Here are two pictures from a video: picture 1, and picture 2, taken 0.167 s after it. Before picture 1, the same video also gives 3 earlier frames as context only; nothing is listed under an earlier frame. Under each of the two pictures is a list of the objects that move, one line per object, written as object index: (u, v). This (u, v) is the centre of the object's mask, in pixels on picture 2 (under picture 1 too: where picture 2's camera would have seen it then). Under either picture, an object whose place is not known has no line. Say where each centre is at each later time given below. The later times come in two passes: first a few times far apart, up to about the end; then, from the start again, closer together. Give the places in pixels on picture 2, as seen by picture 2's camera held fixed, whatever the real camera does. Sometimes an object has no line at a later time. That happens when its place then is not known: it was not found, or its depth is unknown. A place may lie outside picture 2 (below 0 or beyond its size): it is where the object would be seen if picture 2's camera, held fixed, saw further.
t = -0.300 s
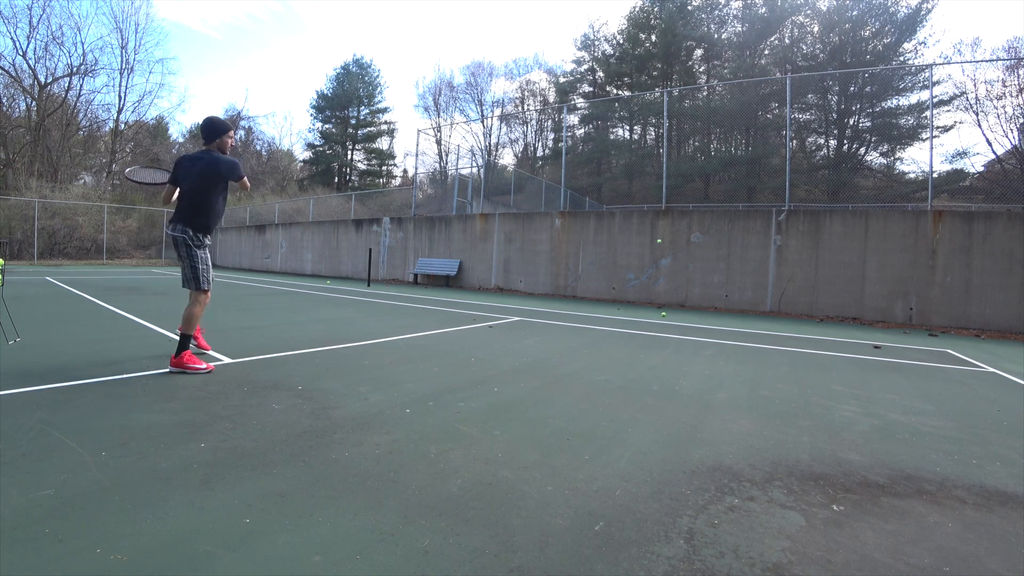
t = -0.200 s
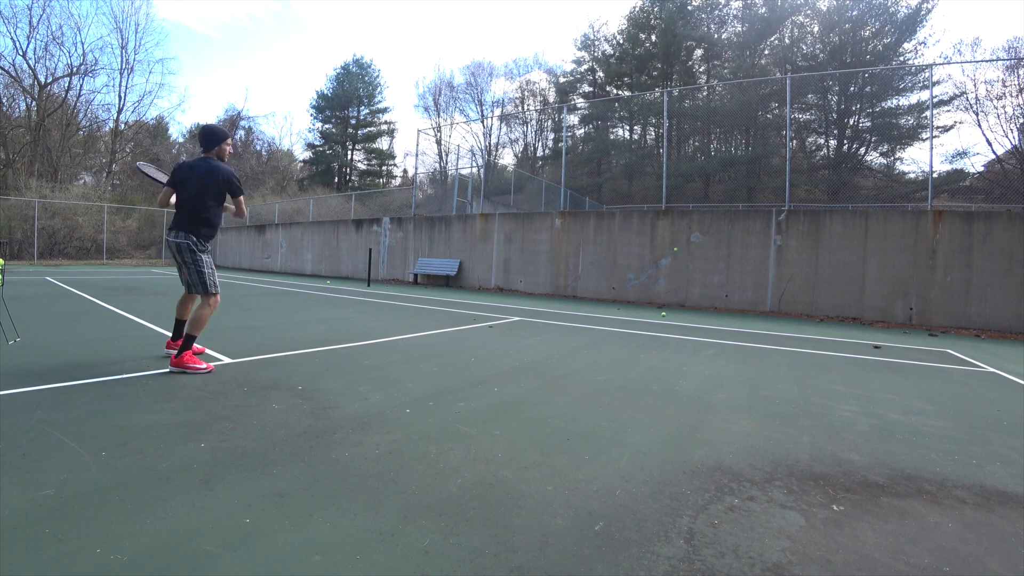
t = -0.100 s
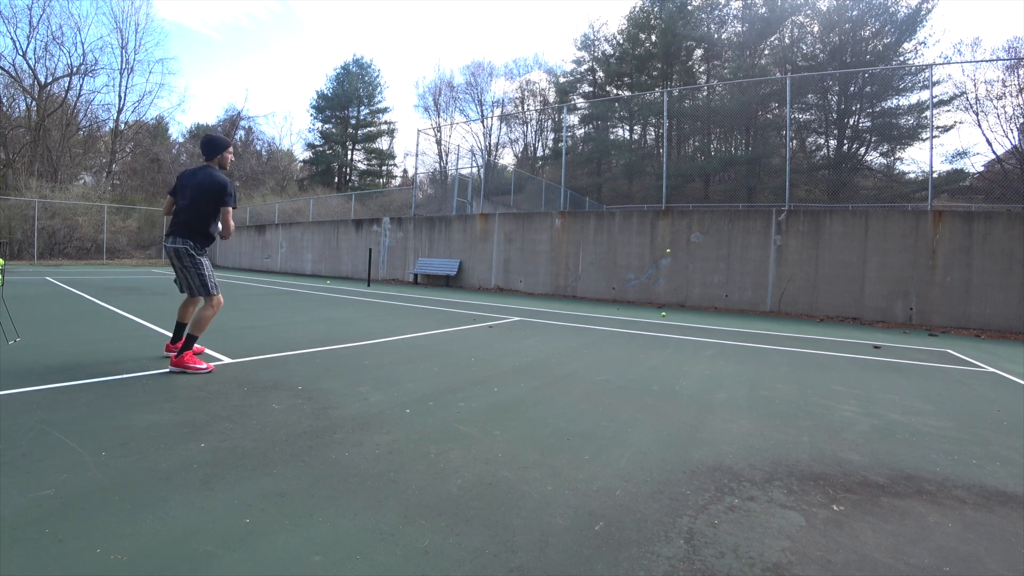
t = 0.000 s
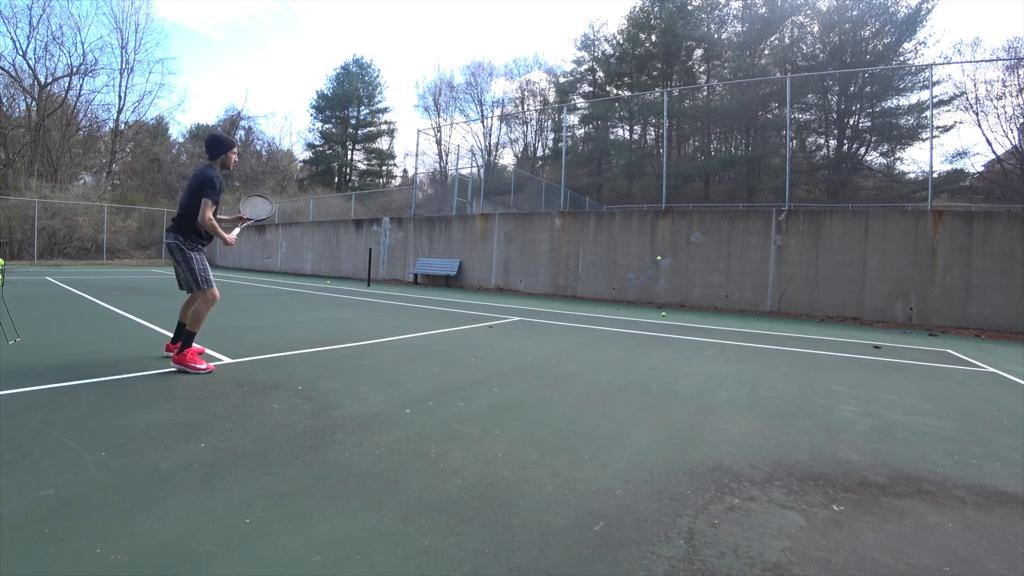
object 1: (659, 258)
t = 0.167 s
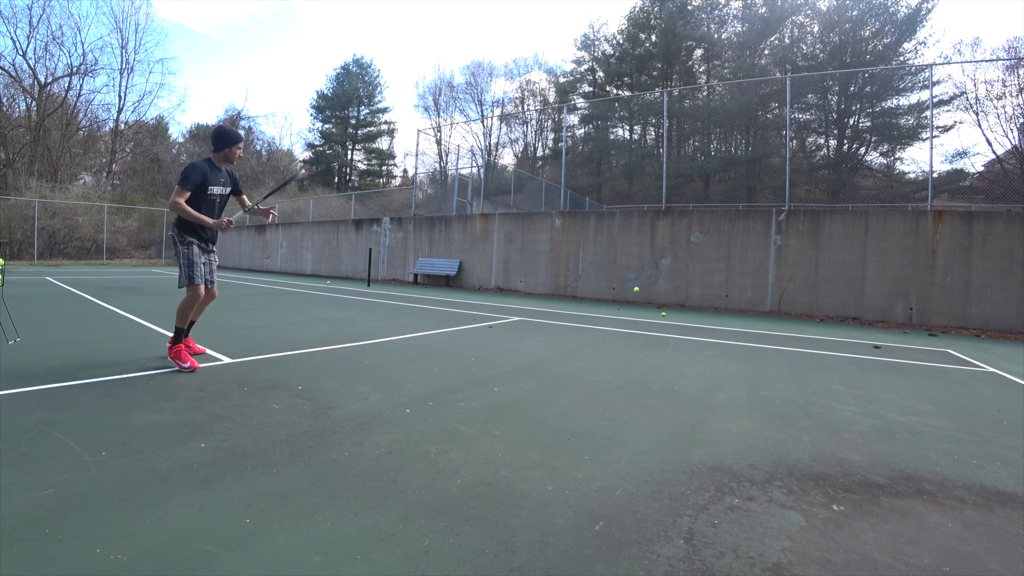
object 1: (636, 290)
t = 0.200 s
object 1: (630, 300)
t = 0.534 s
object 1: (582, 274)
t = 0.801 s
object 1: (516, 278)
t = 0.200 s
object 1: (630, 300)
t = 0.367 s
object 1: (605, 304)
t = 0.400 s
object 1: (602, 297)
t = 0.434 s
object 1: (597, 290)
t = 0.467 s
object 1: (593, 284)
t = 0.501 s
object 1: (588, 278)
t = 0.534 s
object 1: (582, 274)
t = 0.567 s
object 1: (576, 269)
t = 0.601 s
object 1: (570, 266)
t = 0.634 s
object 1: (563, 264)
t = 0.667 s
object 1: (555, 264)
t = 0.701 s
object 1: (547, 265)
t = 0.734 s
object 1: (537, 267)
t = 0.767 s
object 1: (527, 272)
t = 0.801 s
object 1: (516, 278)
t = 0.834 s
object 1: (503, 287)
